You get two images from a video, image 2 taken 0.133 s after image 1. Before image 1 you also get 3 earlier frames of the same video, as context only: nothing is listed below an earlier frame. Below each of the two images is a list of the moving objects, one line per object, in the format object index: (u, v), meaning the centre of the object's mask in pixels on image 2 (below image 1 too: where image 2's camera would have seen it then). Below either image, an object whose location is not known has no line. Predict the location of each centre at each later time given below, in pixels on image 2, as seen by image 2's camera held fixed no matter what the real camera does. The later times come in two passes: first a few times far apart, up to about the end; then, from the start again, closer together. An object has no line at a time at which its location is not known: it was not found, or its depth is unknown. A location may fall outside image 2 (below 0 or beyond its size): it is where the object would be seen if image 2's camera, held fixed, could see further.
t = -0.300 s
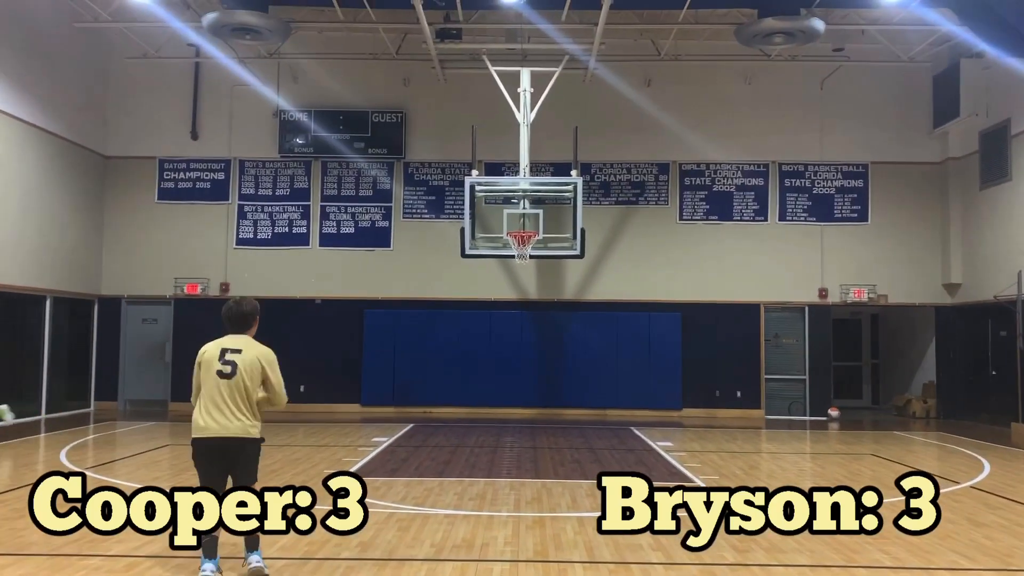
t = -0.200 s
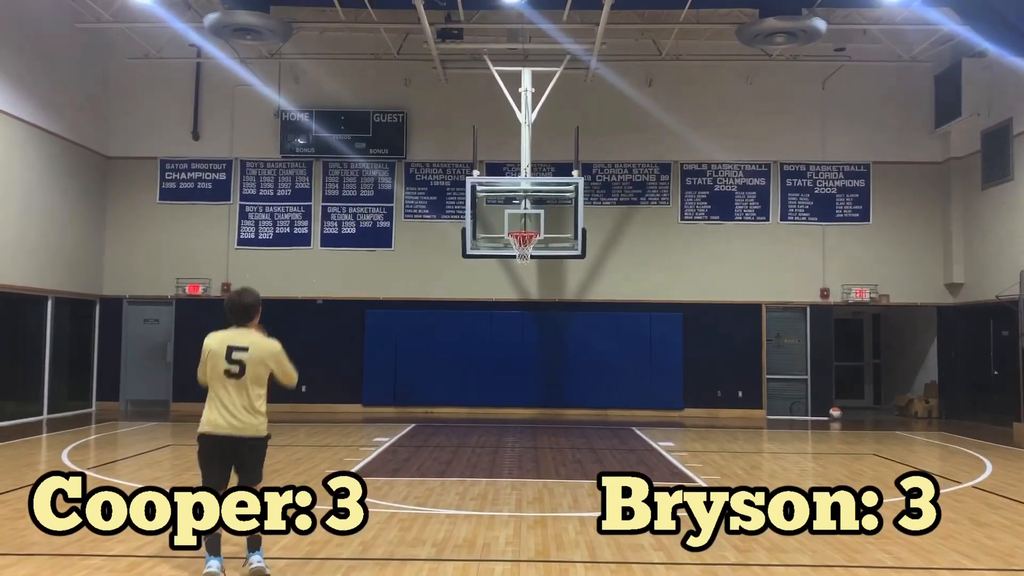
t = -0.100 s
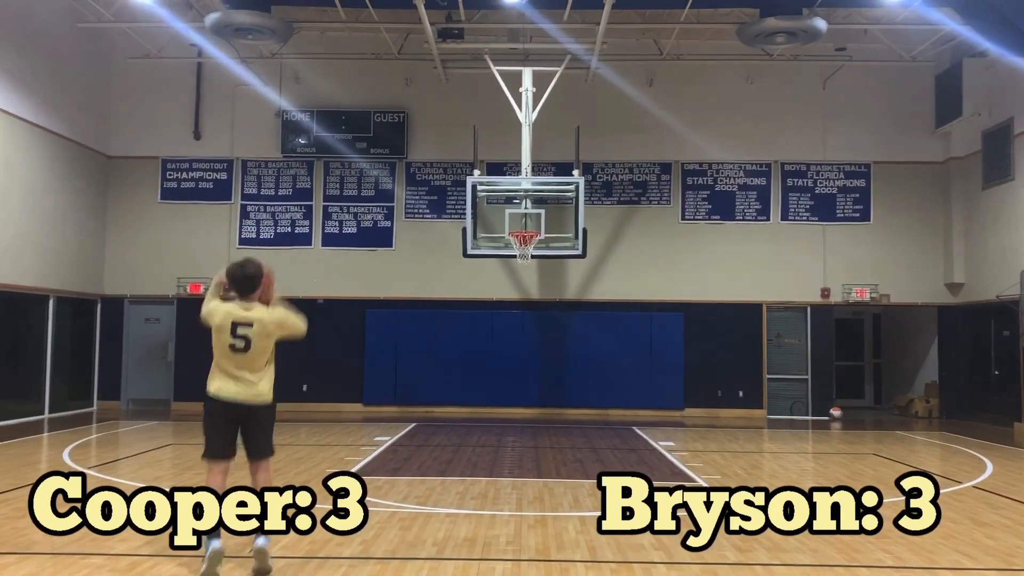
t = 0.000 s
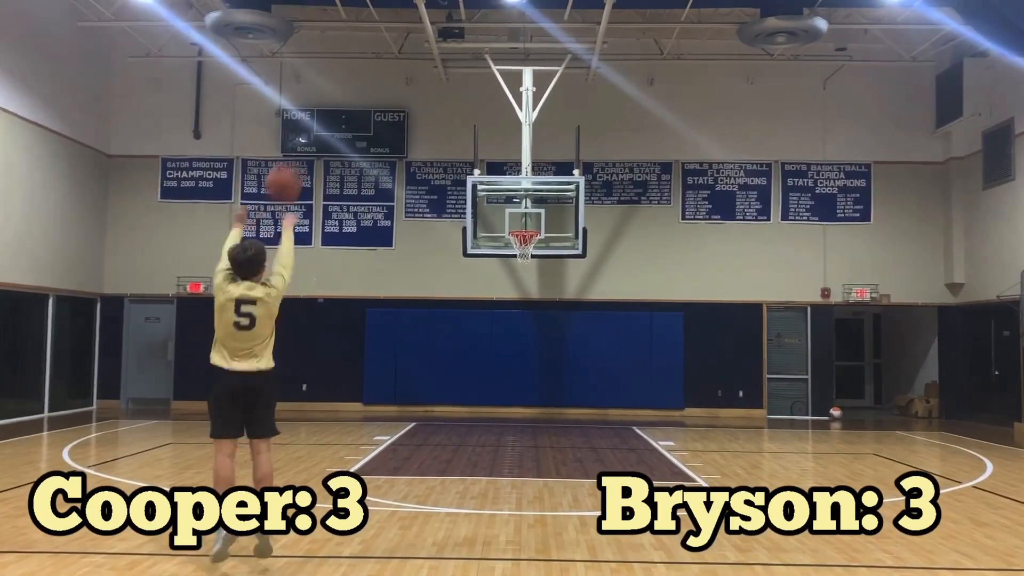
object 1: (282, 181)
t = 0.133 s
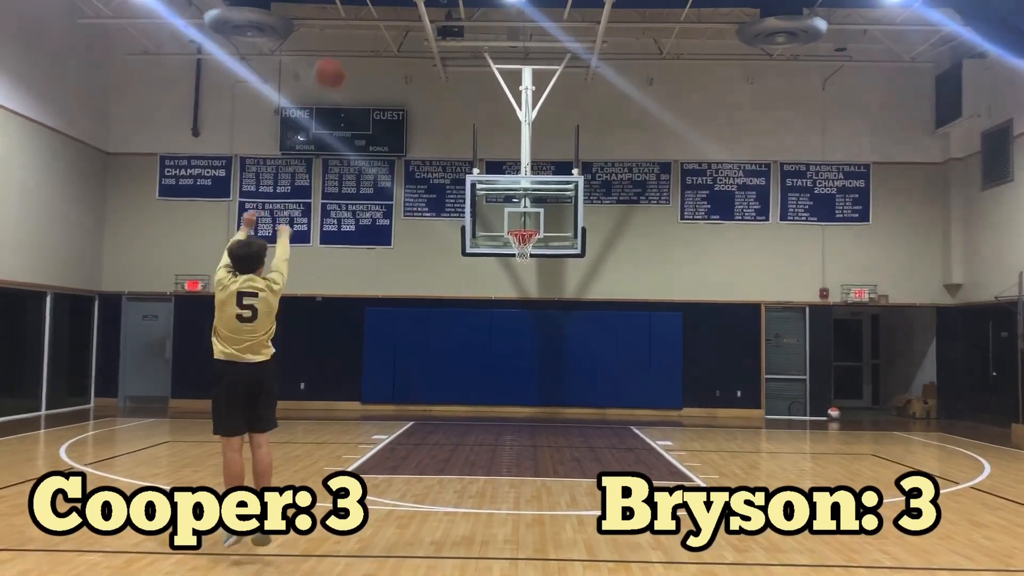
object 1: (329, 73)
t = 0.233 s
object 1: (359, 20)
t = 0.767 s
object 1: (453, -19)
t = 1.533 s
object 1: (511, 224)
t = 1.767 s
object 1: (498, 164)
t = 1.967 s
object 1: (485, 140)
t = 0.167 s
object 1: (339, 53)
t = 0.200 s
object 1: (349, 35)
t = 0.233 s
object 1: (359, 20)
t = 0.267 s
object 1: (367, 10)
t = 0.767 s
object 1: (453, -19)
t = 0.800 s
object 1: (457, -19)
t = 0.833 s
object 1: (460, -13)
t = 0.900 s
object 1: (467, 3)
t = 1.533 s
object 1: (511, 224)
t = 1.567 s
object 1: (509, 213)
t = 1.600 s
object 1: (506, 203)
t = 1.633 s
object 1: (505, 194)
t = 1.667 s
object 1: (504, 187)
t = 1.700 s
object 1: (501, 178)
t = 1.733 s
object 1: (499, 171)
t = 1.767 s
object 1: (498, 164)
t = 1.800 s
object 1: (497, 162)
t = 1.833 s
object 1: (494, 154)
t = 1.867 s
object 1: (490, 150)
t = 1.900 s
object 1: (489, 146)
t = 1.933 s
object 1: (486, 143)
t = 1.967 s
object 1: (485, 140)
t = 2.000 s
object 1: (482, 139)
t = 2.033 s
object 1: (480, 138)
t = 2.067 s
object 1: (477, 138)
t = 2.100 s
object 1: (475, 139)
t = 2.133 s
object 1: (473, 140)
